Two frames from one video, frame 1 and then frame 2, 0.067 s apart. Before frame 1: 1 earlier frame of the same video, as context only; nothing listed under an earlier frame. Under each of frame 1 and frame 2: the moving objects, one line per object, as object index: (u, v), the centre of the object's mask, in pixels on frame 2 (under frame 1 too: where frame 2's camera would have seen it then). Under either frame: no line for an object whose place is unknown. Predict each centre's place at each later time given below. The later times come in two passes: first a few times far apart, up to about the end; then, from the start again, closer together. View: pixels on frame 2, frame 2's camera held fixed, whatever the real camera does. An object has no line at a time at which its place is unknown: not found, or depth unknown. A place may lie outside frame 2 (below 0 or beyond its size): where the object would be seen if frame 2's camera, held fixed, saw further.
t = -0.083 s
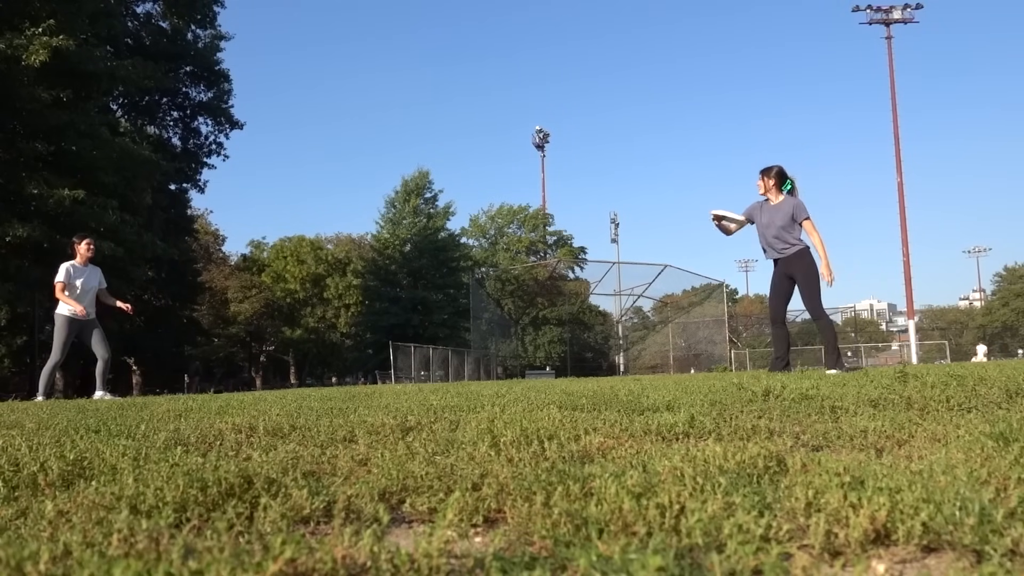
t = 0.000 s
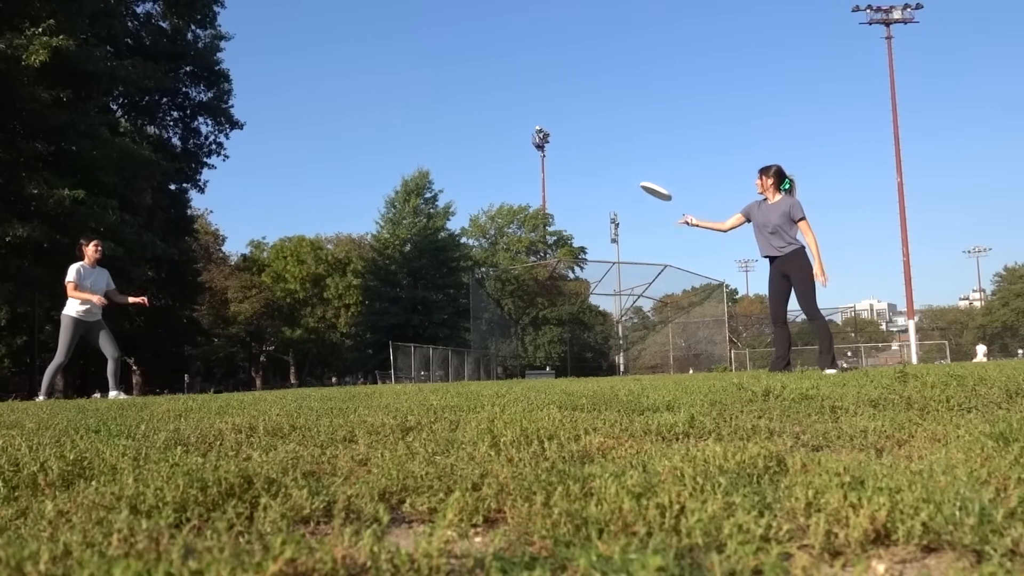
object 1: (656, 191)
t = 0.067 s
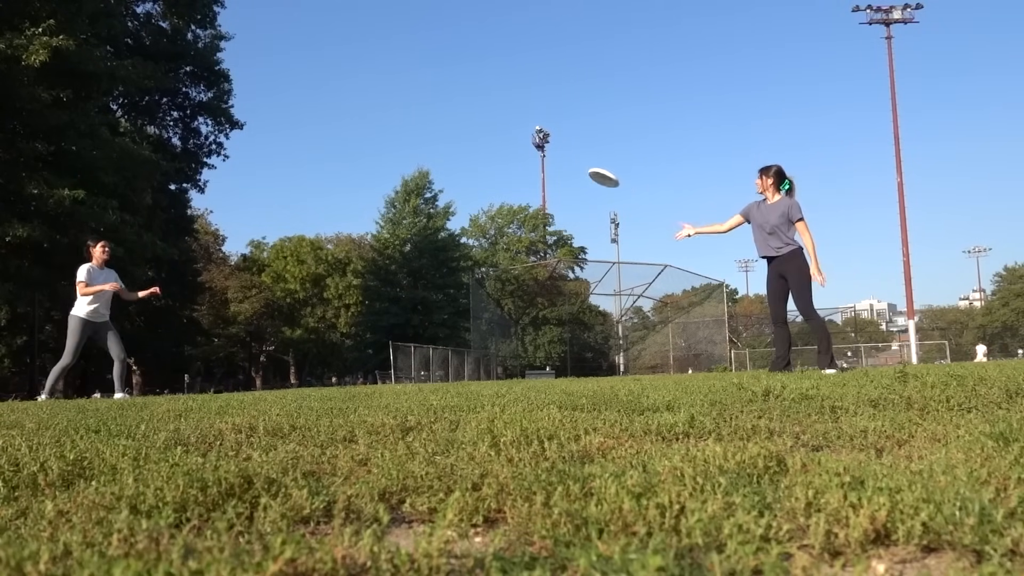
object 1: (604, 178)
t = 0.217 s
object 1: (503, 163)
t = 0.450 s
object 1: (387, 164)
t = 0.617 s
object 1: (327, 176)
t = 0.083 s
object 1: (591, 175)
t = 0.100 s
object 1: (579, 173)
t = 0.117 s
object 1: (568, 171)
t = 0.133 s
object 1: (556, 169)
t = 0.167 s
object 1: (534, 166)
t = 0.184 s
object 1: (523, 164)
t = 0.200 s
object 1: (513, 164)
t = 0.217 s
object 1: (503, 163)
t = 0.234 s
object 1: (493, 162)
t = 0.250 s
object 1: (483, 161)
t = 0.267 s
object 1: (474, 161)
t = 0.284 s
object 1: (465, 161)
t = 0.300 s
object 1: (456, 160)
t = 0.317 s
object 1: (448, 160)
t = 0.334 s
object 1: (439, 160)
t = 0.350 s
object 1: (431, 160)
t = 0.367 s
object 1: (423, 161)
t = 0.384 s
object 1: (416, 161)
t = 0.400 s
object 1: (408, 162)
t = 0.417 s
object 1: (401, 162)
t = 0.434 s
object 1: (394, 163)
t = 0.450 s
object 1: (387, 164)
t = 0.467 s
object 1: (380, 164)
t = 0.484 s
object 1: (374, 165)
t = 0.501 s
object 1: (368, 166)
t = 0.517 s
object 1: (361, 167)
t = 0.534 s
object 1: (355, 169)
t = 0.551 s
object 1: (349, 170)
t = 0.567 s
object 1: (343, 171)
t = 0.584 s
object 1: (338, 173)
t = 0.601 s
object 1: (332, 174)
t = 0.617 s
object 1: (327, 176)
